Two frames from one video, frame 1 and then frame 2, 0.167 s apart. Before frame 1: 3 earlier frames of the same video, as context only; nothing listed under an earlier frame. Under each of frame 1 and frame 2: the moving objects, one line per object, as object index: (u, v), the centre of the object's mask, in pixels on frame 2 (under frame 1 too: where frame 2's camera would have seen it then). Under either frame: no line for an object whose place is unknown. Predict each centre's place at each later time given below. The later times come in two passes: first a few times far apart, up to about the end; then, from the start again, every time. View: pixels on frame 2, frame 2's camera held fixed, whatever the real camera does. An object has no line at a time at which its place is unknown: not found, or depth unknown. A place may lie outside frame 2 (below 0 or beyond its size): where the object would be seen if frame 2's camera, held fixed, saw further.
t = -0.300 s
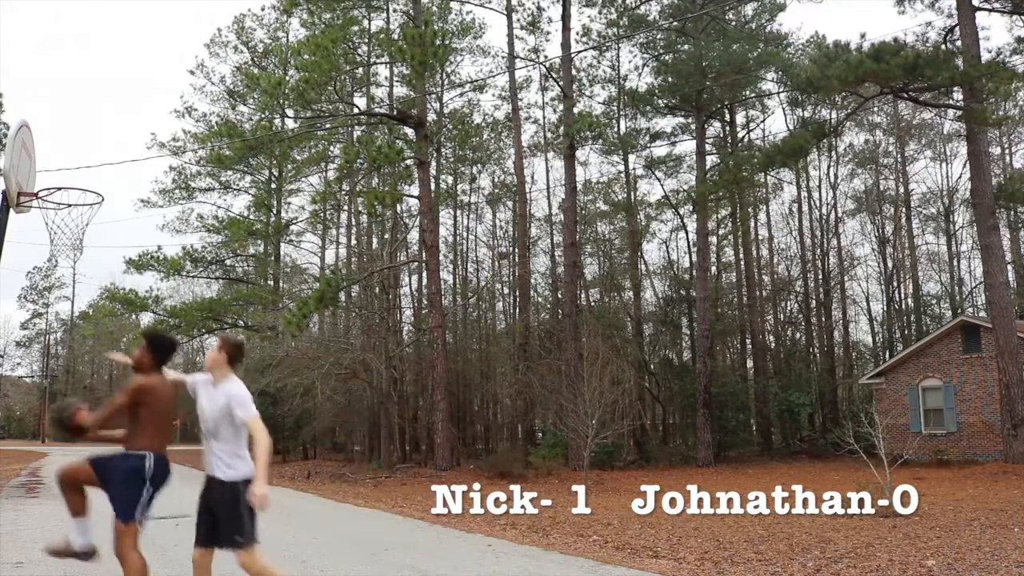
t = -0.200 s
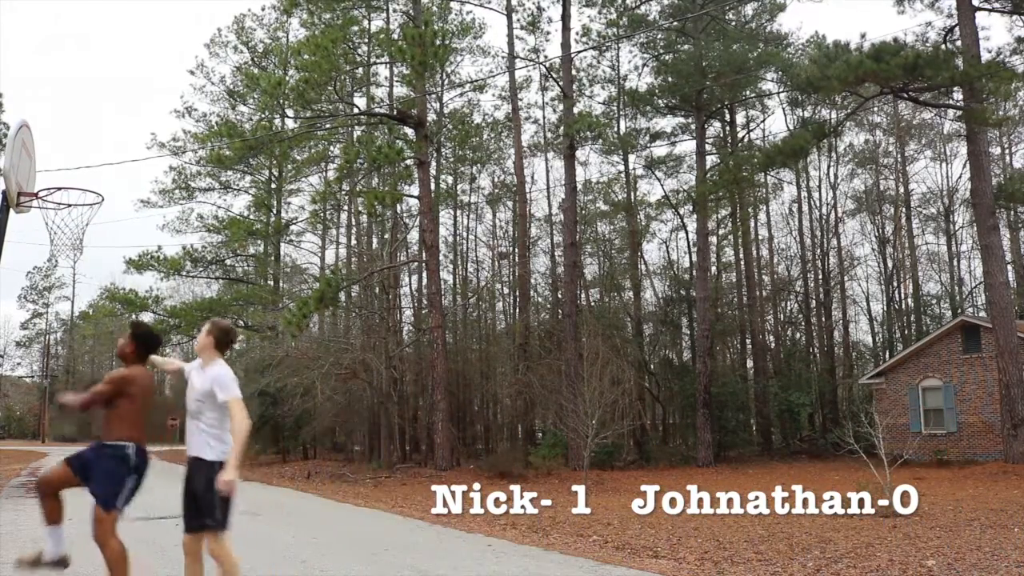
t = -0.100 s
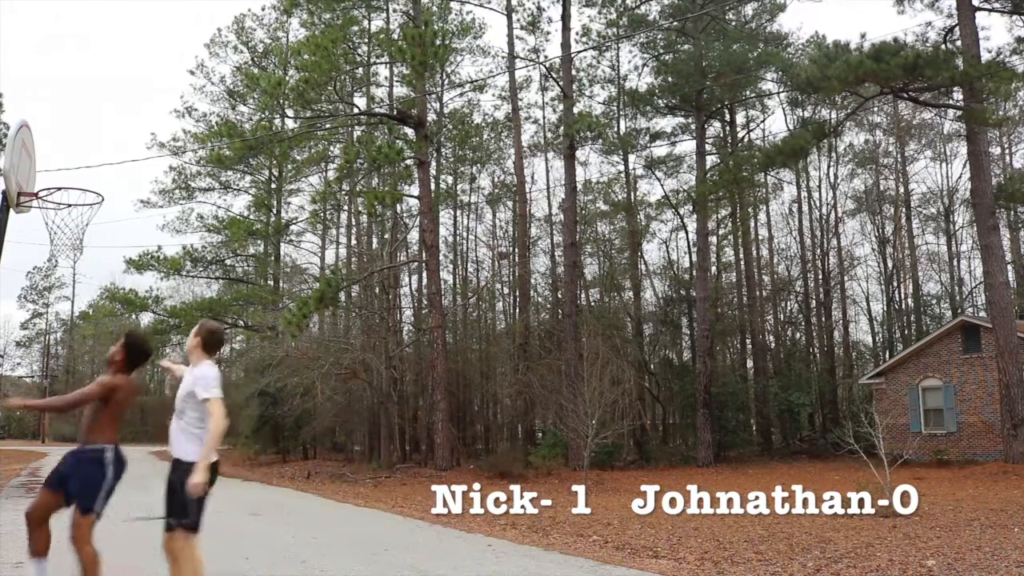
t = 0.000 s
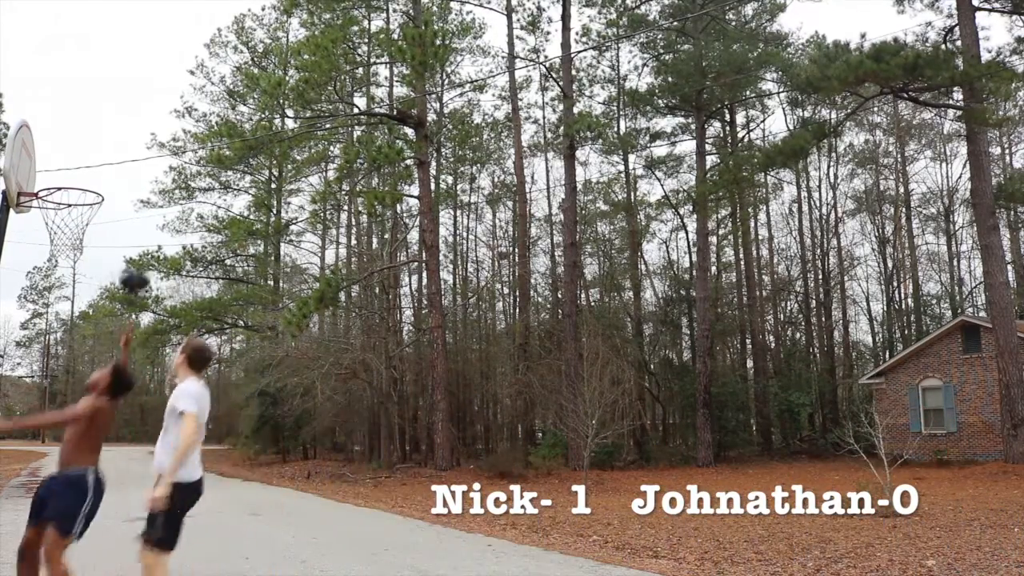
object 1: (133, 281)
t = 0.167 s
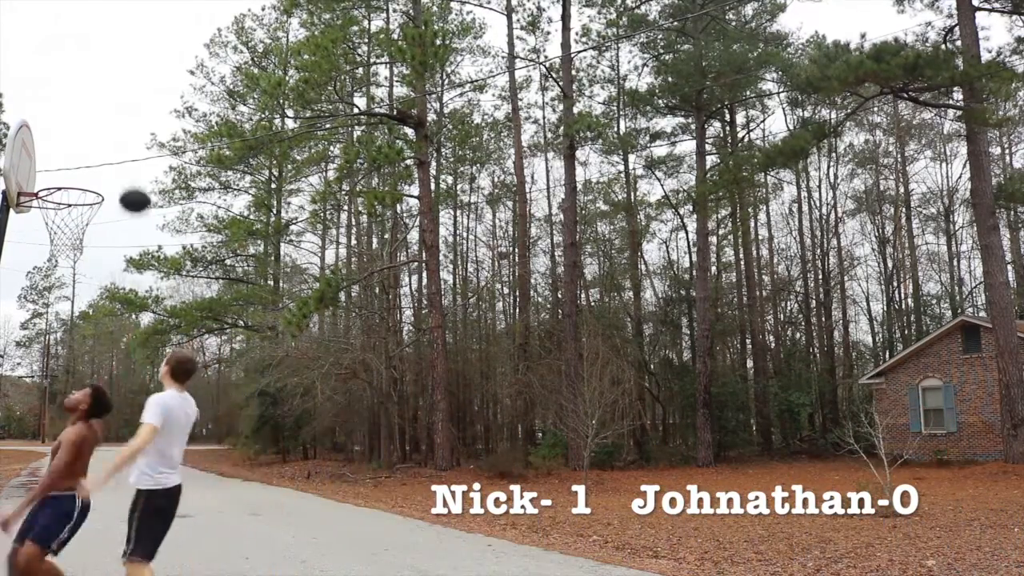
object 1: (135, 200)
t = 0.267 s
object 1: (134, 169)
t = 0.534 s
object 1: (127, 144)
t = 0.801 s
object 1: (121, 202)
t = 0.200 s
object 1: (134, 188)
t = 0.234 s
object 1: (134, 178)
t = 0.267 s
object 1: (134, 169)
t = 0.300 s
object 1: (133, 161)
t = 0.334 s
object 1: (132, 155)
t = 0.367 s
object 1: (132, 150)
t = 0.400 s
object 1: (131, 146)
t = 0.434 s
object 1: (130, 144)
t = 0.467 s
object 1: (129, 143)
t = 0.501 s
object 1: (128, 143)
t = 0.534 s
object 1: (127, 144)
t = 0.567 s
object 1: (125, 147)
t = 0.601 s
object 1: (124, 152)
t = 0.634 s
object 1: (122, 157)
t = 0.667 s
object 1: (120, 164)
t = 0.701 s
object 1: (119, 172)
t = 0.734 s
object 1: (117, 182)
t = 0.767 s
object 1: (115, 193)
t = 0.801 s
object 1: (121, 202)
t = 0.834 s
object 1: (130, 211)
